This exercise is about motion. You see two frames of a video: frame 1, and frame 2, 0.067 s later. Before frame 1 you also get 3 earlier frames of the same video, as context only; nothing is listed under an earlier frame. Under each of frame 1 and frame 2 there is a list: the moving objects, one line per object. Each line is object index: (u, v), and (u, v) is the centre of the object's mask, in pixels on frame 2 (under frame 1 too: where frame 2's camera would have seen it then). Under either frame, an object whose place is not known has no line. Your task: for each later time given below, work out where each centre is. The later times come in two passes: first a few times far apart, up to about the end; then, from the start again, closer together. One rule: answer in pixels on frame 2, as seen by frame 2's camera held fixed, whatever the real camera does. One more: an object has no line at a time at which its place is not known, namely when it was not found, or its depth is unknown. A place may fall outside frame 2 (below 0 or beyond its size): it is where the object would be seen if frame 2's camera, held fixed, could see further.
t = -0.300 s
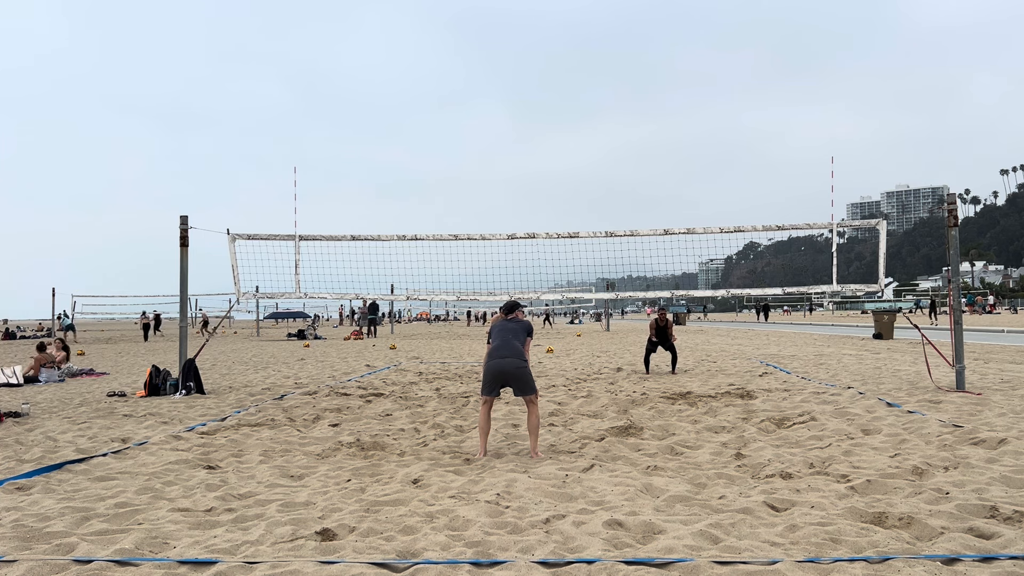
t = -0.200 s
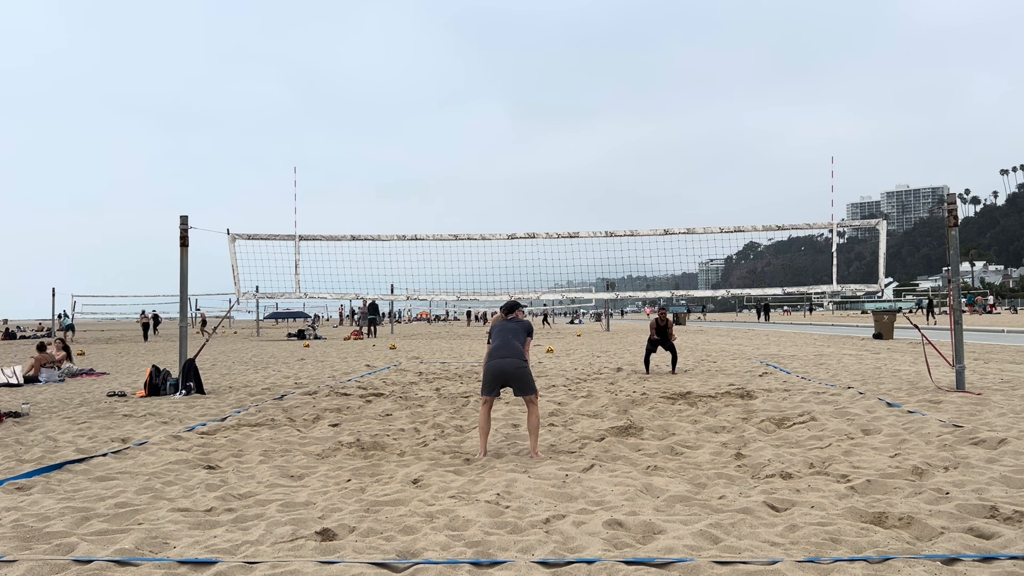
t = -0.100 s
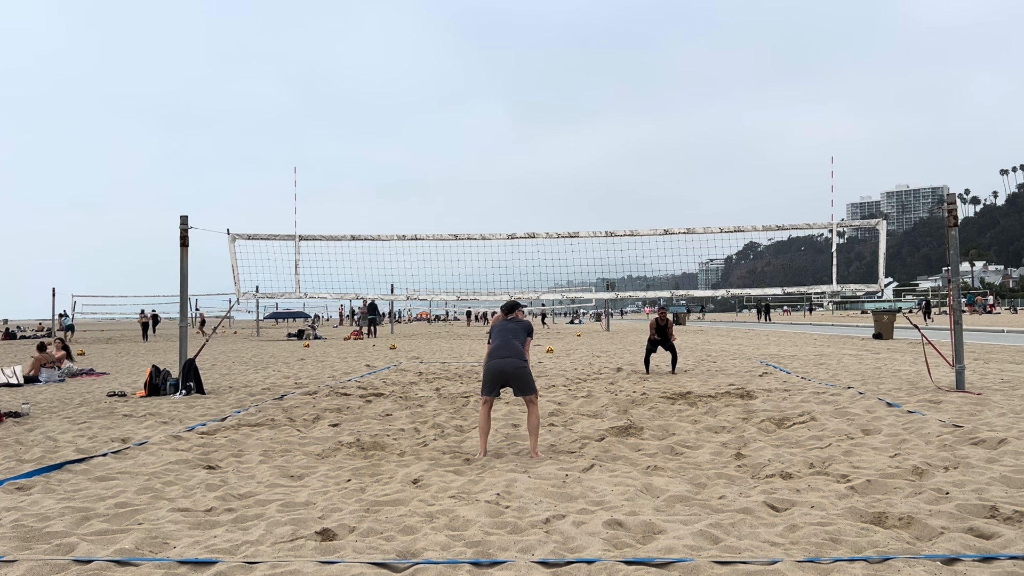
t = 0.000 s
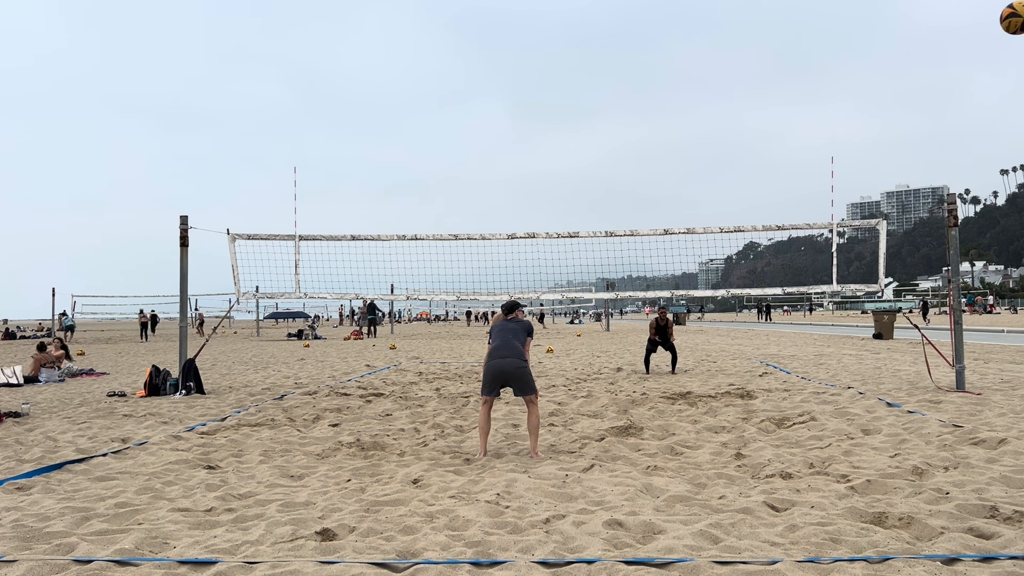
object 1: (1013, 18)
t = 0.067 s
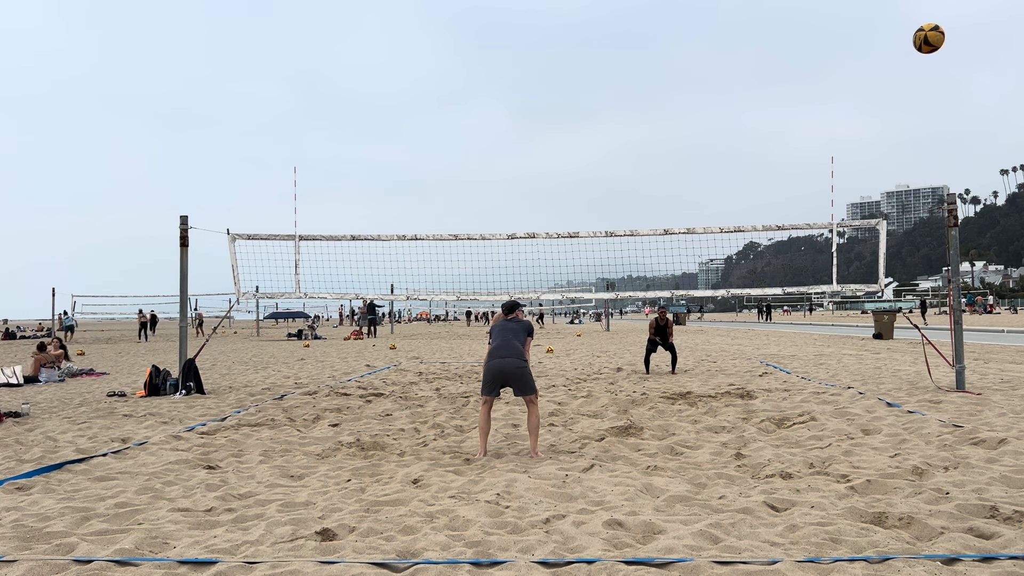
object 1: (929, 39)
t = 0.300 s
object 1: (737, 114)
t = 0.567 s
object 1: (635, 203)
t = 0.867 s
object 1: (588, 287)
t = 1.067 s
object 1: (572, 327)
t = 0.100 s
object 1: (891, 49)
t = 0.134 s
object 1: (858, 60)
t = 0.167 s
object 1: (828, 71)
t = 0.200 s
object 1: (802, 82)
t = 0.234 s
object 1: (778, 93)
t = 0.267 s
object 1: (756, 104)
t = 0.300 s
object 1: (737, 114)
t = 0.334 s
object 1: (719, 124)
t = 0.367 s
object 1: (704, 135)
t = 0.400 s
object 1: (689, 146)
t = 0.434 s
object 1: (677, 157)
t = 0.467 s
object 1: (665, 168)
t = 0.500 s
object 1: (655, 180)
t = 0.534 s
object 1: (645, 191)
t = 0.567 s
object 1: (635, 203)
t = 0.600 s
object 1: (626, 214)
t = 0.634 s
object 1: (618, 226)
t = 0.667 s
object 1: (611, 236)
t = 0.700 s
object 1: (606, 244)
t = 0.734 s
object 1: (602, 253)
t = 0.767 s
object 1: (598, 262)
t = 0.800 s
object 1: (594, 271)
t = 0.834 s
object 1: (590, 280)
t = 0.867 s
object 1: (588, 287)
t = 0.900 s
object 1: (586, 292)
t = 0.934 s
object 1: (583, 297)
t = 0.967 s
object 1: (580, 303)
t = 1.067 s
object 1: (572, 327)
